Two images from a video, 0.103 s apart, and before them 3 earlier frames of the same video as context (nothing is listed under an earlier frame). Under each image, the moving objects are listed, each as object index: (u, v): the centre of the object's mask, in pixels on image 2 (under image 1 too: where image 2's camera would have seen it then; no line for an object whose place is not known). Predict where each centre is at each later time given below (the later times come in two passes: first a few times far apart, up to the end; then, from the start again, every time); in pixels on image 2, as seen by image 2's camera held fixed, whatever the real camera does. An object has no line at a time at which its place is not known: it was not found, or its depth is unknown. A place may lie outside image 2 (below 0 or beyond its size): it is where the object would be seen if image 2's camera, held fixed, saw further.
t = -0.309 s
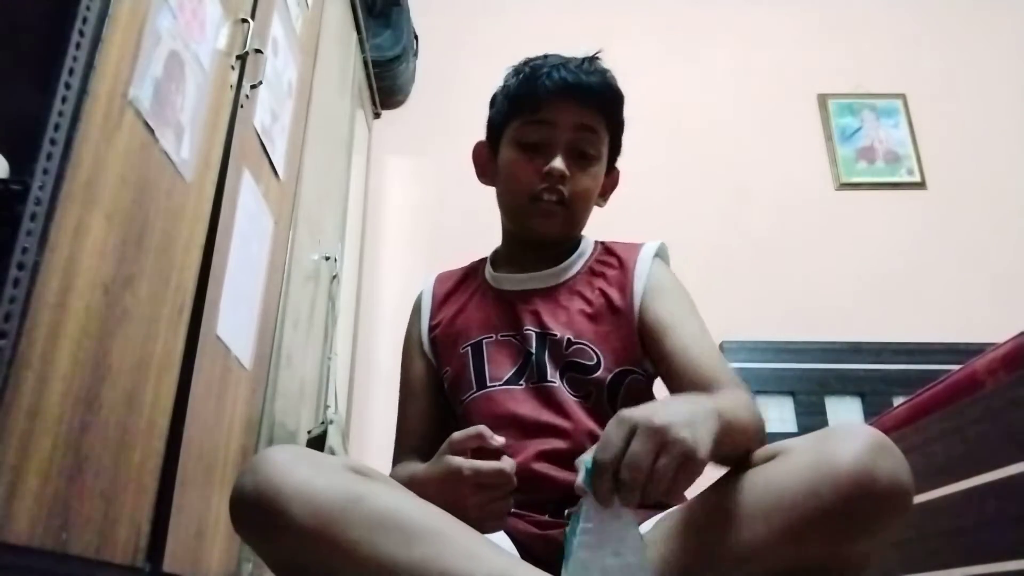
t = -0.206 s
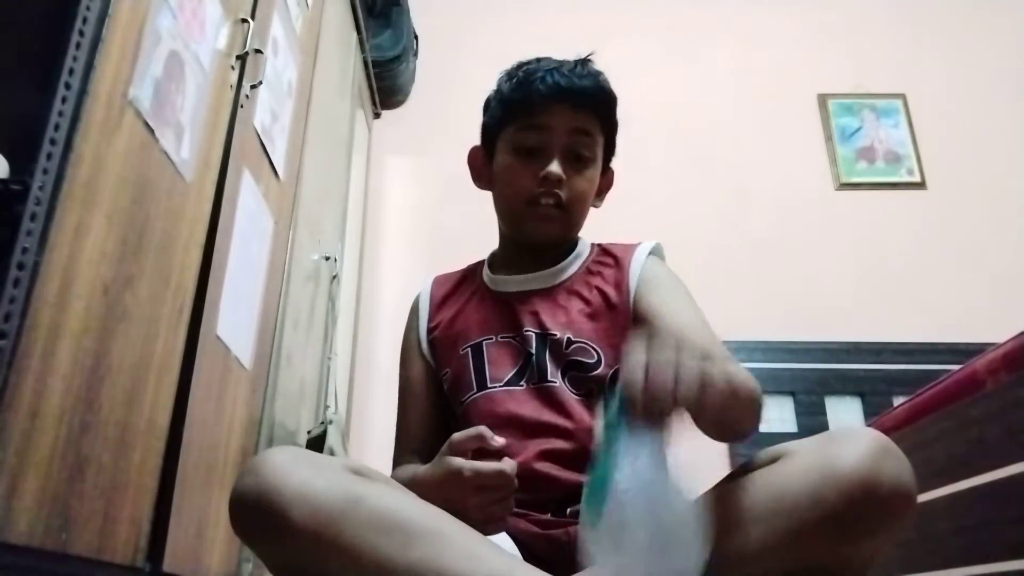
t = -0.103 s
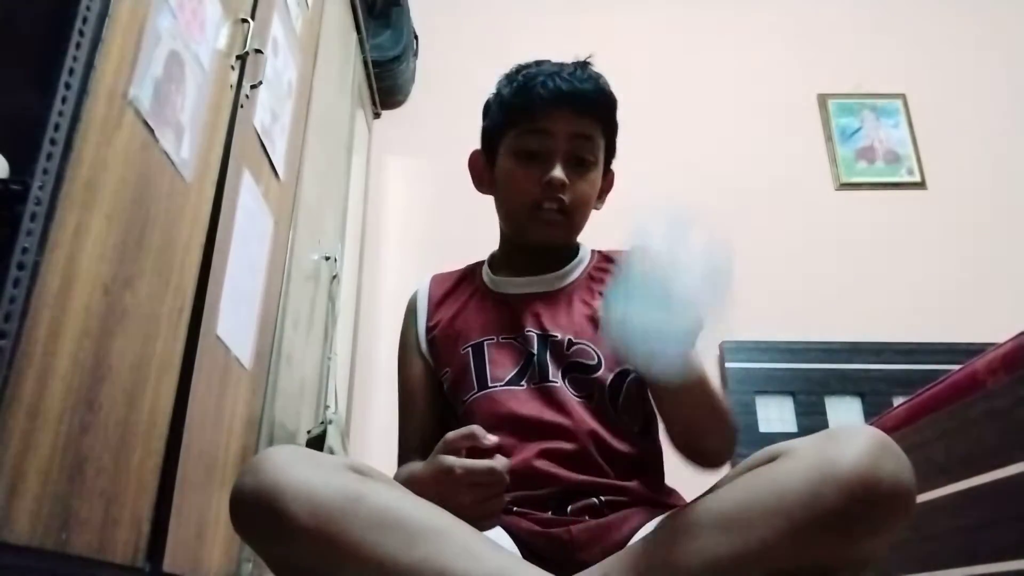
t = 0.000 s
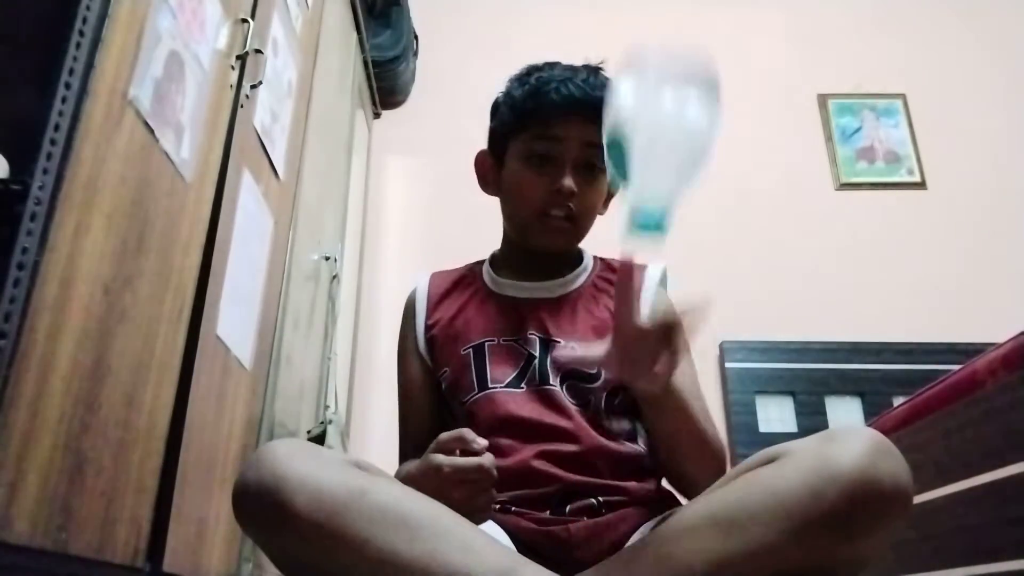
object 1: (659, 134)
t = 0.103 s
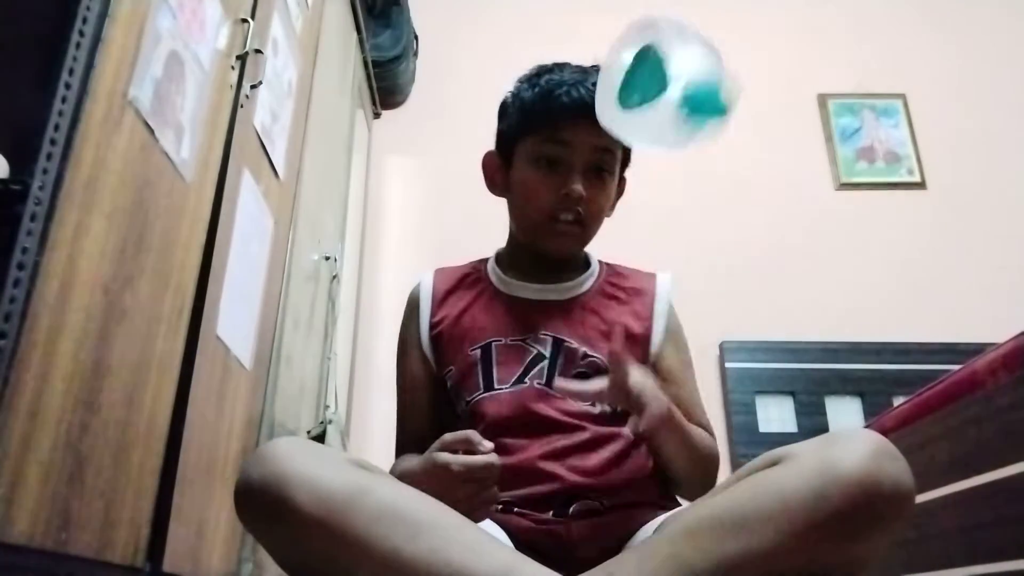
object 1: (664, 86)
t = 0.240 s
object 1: (688, 230)
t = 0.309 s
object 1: (724, 462)
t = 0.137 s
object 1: (666, 98)
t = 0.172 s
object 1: (674, 123)
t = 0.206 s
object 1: (679, 167)
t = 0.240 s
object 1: (688, 230)
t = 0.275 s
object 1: (705, 334)
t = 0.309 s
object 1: (724, 462)
